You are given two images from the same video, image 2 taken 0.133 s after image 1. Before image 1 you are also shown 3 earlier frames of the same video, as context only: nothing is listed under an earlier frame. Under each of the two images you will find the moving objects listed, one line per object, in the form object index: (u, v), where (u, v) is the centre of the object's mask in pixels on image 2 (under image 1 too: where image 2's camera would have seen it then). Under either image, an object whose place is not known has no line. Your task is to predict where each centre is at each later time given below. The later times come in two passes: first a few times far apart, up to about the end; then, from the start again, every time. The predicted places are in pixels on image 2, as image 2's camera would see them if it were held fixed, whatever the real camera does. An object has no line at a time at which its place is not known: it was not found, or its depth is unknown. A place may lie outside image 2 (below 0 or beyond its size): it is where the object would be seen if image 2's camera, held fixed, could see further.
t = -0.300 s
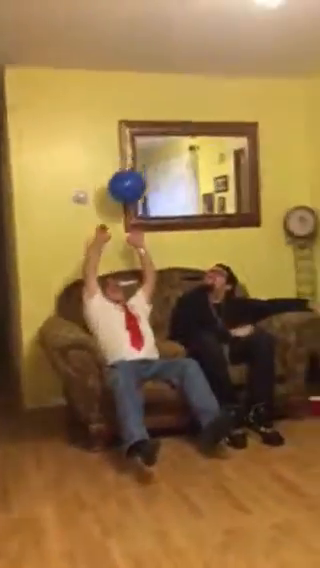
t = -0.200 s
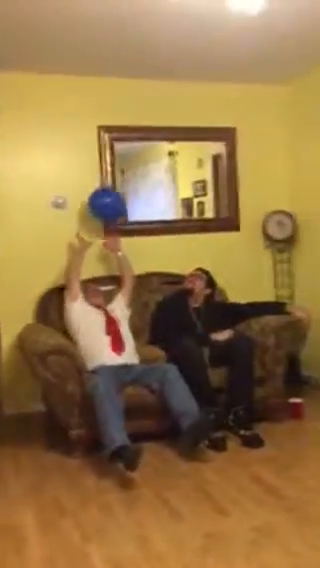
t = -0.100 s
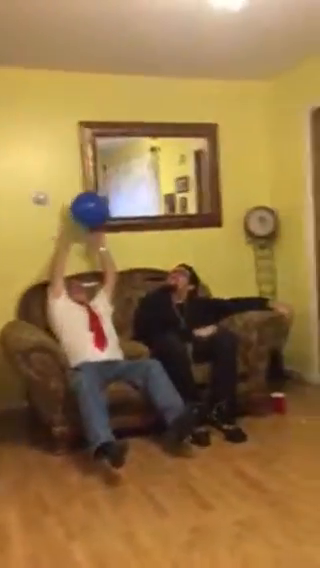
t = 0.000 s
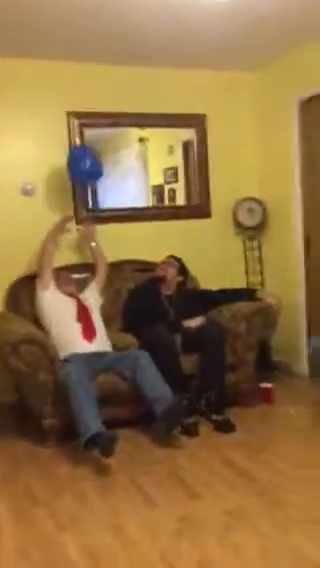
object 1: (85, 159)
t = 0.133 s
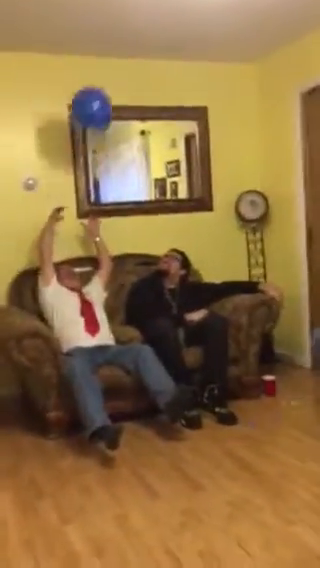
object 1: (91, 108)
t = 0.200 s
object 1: (92, 89)
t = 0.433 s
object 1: (87, 42)
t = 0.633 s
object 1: (82, 31)
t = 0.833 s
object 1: (85, 31)
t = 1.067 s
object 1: (93, 48)
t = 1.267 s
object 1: (106, 76)
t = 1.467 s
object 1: (117, 111)
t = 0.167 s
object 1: (92, 99)
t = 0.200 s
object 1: (92, 89)
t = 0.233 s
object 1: (92, 80)
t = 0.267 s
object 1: (92, 71)
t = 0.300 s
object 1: (91, 65)
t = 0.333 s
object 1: (90, 58)
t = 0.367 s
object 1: (89, 52)
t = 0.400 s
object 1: (87, 47)
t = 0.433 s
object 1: (87, 42)
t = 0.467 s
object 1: (85, 39)
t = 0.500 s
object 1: (84, 35)
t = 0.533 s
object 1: (83, 33)
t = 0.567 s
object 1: (83, 32)
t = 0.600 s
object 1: (82, 32)
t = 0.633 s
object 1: (82, 31)
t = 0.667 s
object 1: (82, 30)
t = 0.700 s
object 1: (82, 29)
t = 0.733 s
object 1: (83, 29)
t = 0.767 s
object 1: (83, 29)
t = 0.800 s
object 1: (84, 30)
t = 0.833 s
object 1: (85, 31)
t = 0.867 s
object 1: (86, 32)
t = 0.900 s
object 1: (87, 33)
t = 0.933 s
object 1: (88, 36)
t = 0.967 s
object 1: (88, 38)
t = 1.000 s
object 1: (90, 41)
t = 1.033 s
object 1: (91, 45)
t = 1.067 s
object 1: (93, 48)
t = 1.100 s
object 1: (94, 53)
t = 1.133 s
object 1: (96, 57)
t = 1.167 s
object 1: (98, 61)
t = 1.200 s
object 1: (101, 66)
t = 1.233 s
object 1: (103, 71)
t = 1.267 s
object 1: (106, 76)
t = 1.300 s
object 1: (108, 81)
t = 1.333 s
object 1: (110, 85)
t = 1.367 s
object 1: (111, 91)
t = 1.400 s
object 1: (113, 98)
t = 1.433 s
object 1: (115, 104)
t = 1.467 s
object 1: (117, 111)
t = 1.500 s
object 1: (119, 118)
